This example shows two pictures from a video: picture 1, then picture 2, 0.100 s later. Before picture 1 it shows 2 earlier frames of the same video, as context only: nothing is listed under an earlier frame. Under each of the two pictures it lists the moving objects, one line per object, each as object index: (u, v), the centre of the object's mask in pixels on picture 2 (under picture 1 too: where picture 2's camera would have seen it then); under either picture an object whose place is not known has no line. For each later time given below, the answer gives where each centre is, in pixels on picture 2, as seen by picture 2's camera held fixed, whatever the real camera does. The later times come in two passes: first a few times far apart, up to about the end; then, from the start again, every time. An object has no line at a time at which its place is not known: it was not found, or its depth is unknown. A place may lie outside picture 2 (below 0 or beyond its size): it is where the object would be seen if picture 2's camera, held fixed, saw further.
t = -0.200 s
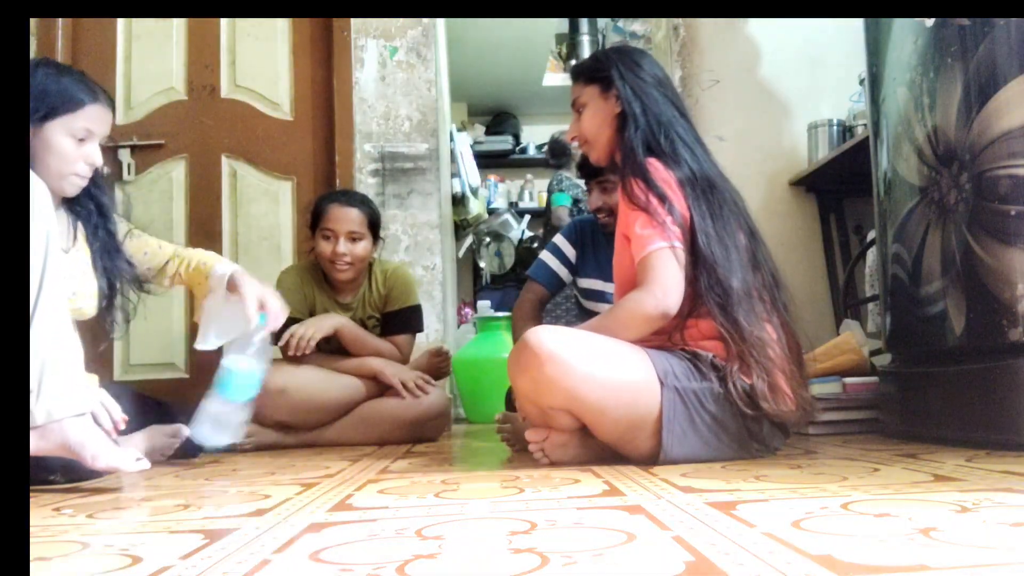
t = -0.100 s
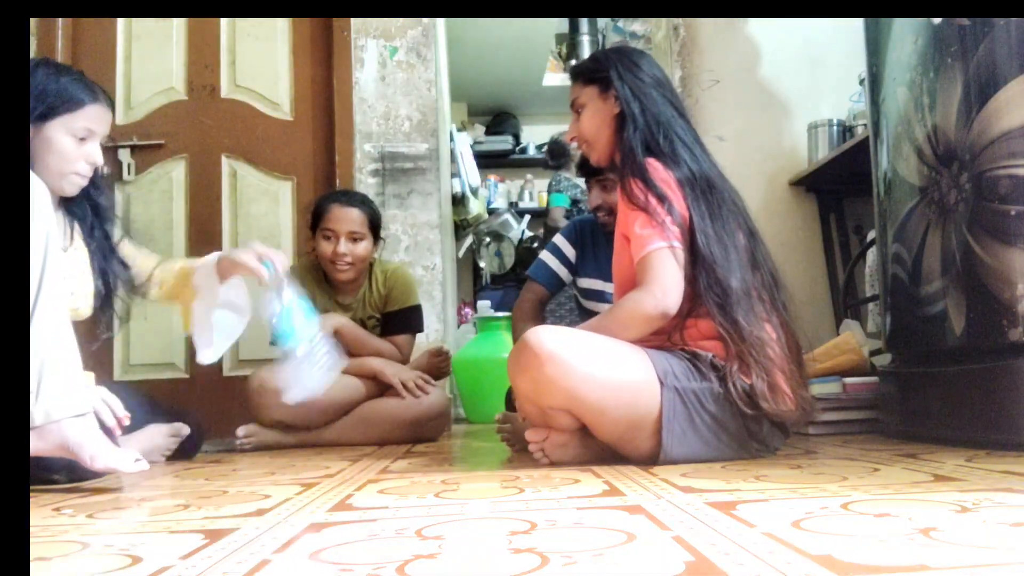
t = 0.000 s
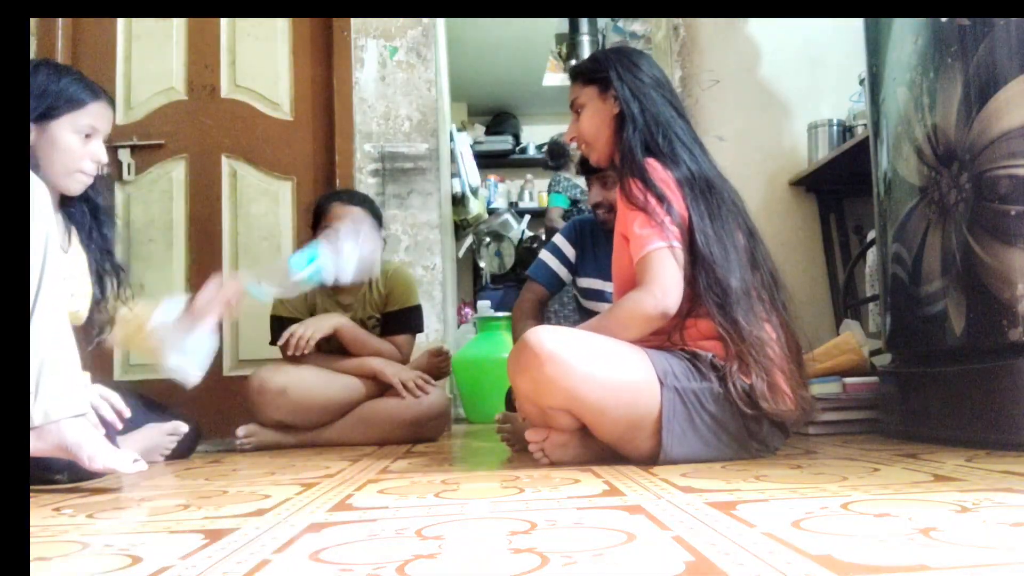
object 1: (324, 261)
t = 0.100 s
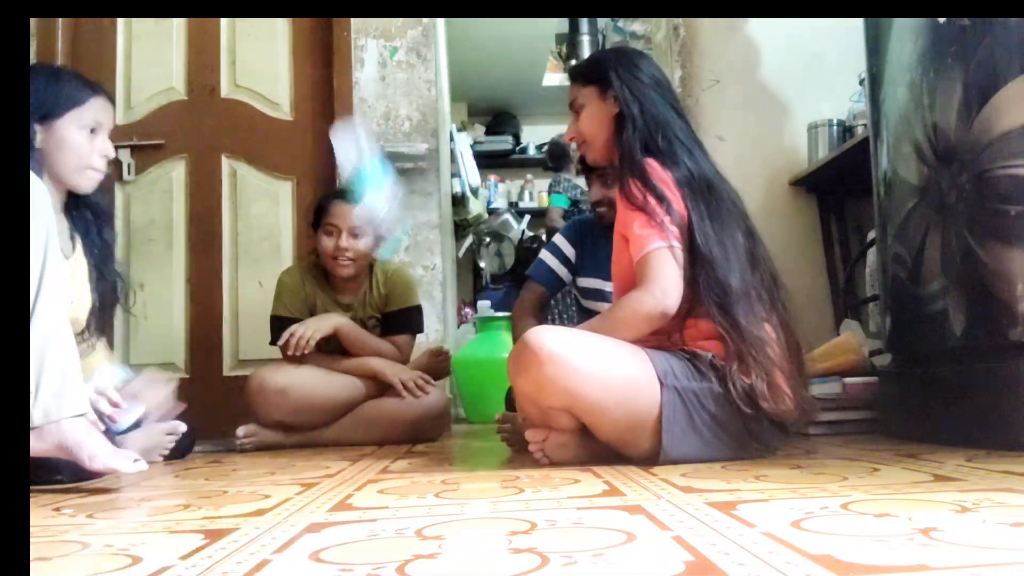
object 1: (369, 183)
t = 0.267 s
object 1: (392, 103)
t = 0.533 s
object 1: (416, 324)
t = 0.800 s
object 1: (420, 396)
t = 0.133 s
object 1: (383, 160)
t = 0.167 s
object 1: (383, 133)
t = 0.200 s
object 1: (384, 115)
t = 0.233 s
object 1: (393, 105)
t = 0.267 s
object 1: (392, 103)
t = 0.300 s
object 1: (392, 107)
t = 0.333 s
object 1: (395, 118)
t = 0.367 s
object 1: (398, 136)
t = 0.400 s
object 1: (401, 160)
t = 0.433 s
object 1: (402, 191)
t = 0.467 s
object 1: (404, 232)
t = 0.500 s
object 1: (409, 273)
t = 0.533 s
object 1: (416, 324)
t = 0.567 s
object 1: (421, 381)
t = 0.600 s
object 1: (425, 397)
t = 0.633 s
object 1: (422, 395)
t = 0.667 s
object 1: (420, 395)
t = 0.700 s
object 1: (420, 395)
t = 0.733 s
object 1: (421, 396)
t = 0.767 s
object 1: (421, 396)
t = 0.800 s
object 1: (420, 396)
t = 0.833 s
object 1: (420, 397)
